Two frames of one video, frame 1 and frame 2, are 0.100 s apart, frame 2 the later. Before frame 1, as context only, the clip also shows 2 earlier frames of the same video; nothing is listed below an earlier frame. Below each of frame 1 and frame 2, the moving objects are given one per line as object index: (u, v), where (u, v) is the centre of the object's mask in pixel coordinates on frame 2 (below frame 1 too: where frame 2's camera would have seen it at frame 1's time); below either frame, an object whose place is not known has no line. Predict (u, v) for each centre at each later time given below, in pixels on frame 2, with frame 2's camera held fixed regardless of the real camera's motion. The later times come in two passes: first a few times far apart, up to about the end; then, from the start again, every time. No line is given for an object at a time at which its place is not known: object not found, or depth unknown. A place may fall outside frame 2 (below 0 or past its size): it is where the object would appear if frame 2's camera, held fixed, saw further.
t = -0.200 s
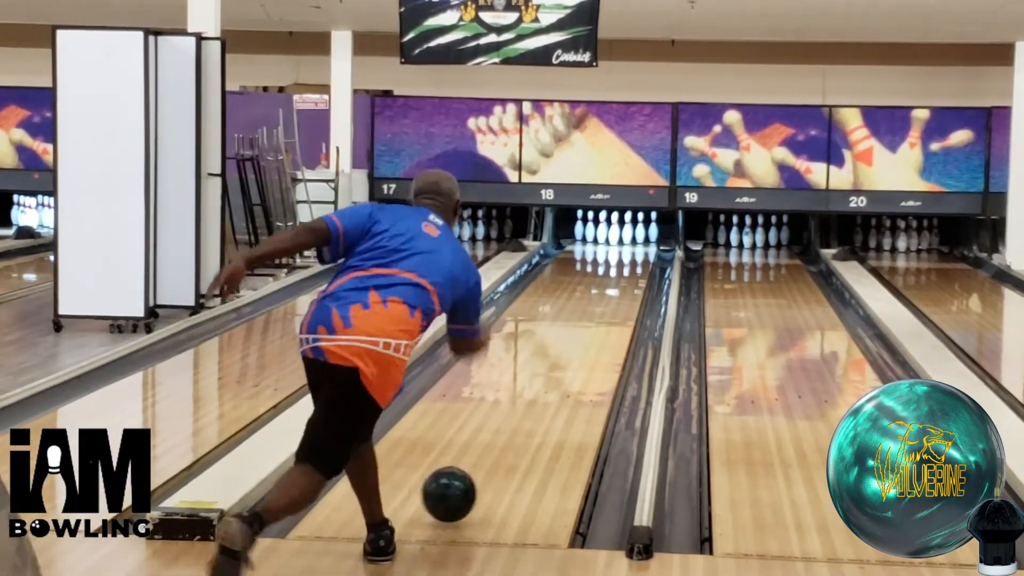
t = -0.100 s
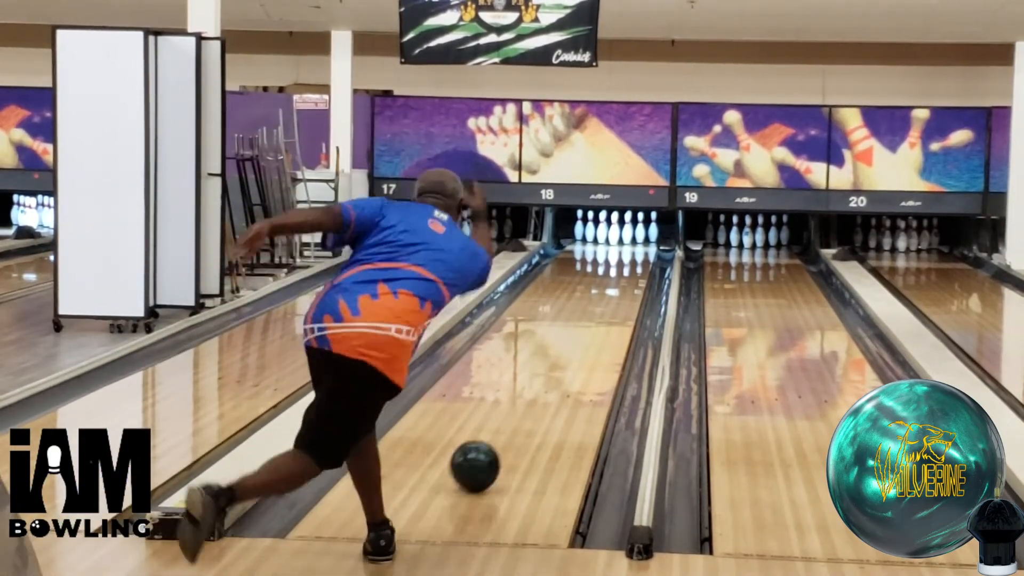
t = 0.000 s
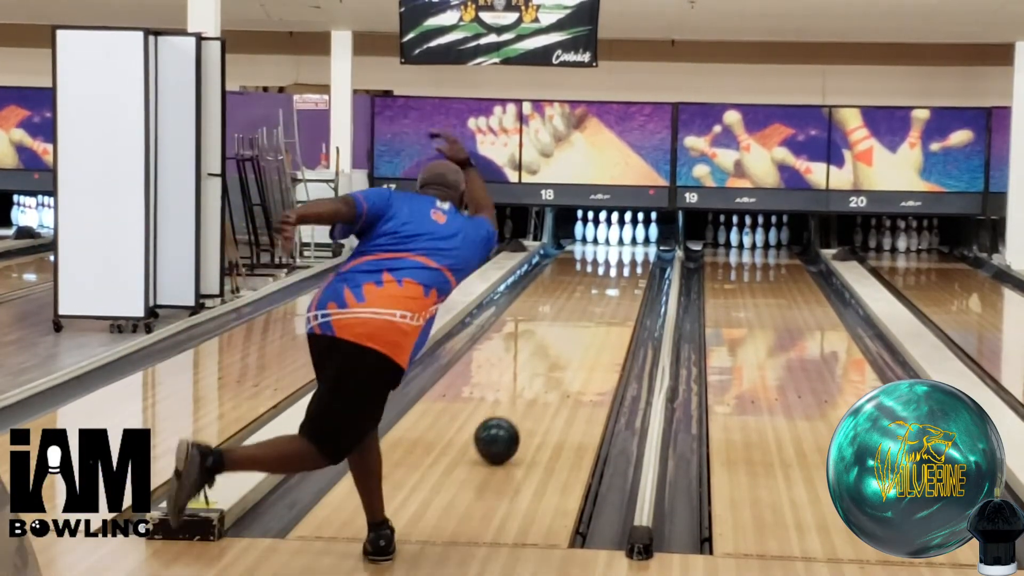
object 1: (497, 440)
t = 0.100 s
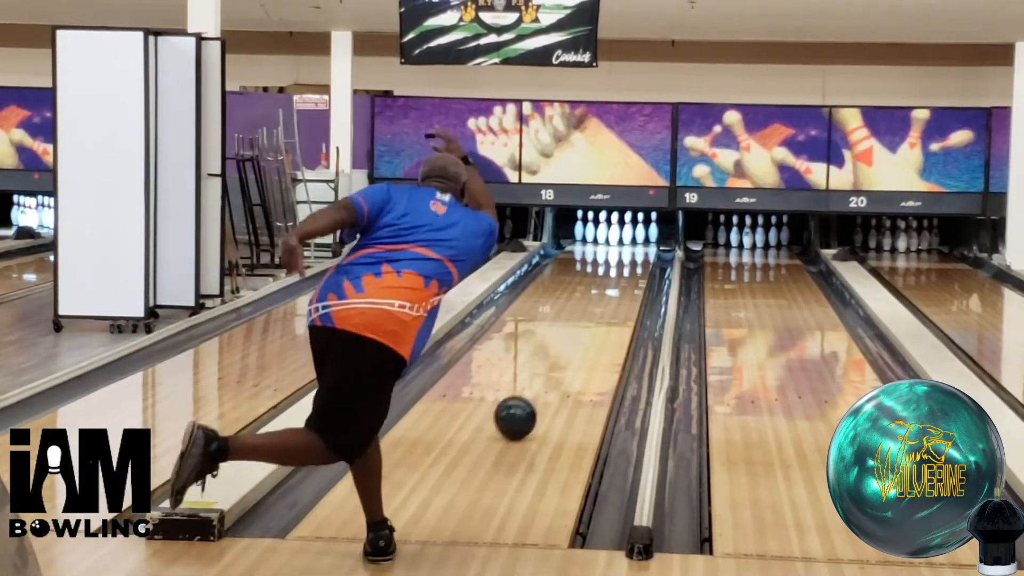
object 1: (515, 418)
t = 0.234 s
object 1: (535, 391)
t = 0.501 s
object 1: (566, 352)
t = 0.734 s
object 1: (586, 324)
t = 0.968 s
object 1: (601, 303)
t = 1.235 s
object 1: (613, 283)
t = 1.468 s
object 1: (621, 269)
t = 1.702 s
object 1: (625, 258)
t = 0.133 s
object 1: (520, 410)
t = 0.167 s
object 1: (526, 404)
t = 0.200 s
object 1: (531, 397)
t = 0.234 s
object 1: (535, 391)
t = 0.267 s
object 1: (540, 386)
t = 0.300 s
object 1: (544, 380)
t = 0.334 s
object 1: (548, 375)
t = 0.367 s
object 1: (552, 370)
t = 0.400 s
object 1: (556, 365)
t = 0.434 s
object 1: (560, 361)
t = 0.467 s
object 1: (563, 356)
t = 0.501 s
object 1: (566, 352)
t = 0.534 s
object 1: (570, 348)
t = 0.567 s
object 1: (573, 343)
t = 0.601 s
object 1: (576, 339)
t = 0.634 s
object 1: (578, 336)
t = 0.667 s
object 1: (581, 332)
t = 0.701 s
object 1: (584, 328)
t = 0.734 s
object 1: (586, 324)
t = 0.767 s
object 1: (588, 321)
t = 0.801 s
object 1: (591, 318)
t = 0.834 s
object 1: (593, 315)
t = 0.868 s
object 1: (595, 312)
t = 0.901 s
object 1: (597, 308)
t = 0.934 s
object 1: (599, 306)
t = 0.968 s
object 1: (601, 303)
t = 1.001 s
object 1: (603, 300)
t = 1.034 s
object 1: (604, 297)
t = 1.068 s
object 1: (606, 295)
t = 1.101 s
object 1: (608, 292)
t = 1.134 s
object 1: (609, 290)
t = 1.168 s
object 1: (610, 287)
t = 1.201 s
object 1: (612, 285)
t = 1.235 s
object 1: (613, 283)
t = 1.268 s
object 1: (614, 280)
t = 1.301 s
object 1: (615, 278)
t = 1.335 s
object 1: (616, 277)
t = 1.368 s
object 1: (618, 274)
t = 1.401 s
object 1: (619, 273)
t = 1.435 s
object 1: (620, 271)
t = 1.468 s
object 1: (621, 269)
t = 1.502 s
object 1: (621, 267)
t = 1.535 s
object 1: (622, 266)
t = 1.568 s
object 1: (623, 264)
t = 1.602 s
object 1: (624, 262)
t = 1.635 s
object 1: (624, 261)
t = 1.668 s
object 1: (624, 259)
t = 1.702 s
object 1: (625, 258)
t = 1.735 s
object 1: (625, 256)
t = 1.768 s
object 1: (625, 255)
